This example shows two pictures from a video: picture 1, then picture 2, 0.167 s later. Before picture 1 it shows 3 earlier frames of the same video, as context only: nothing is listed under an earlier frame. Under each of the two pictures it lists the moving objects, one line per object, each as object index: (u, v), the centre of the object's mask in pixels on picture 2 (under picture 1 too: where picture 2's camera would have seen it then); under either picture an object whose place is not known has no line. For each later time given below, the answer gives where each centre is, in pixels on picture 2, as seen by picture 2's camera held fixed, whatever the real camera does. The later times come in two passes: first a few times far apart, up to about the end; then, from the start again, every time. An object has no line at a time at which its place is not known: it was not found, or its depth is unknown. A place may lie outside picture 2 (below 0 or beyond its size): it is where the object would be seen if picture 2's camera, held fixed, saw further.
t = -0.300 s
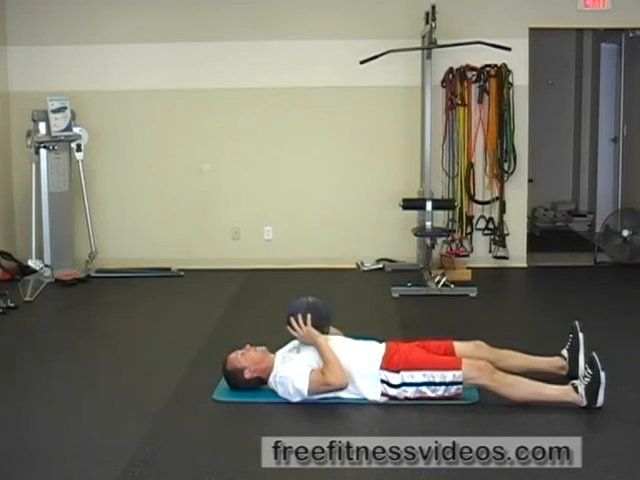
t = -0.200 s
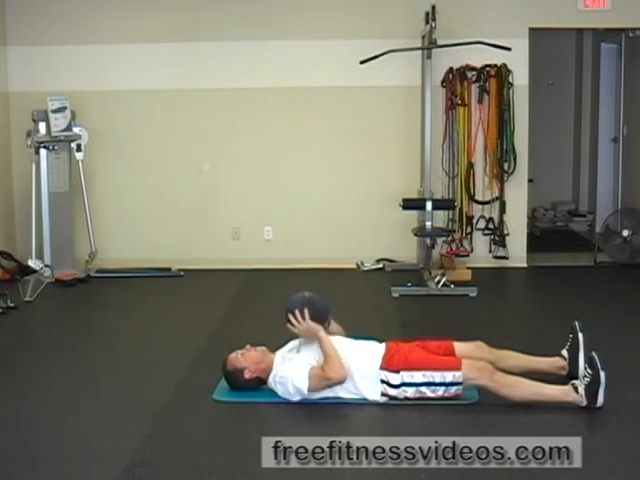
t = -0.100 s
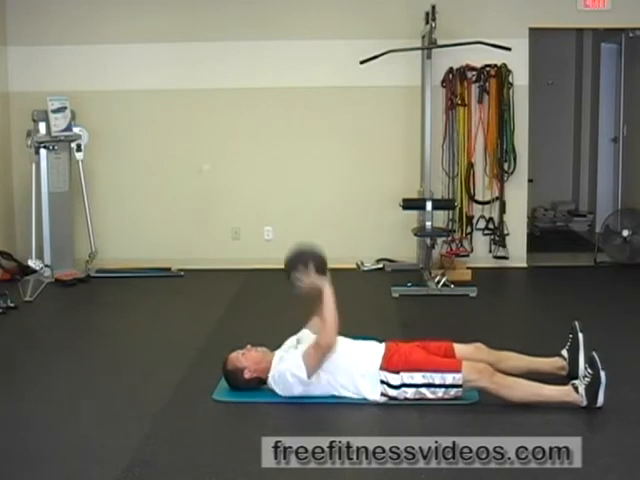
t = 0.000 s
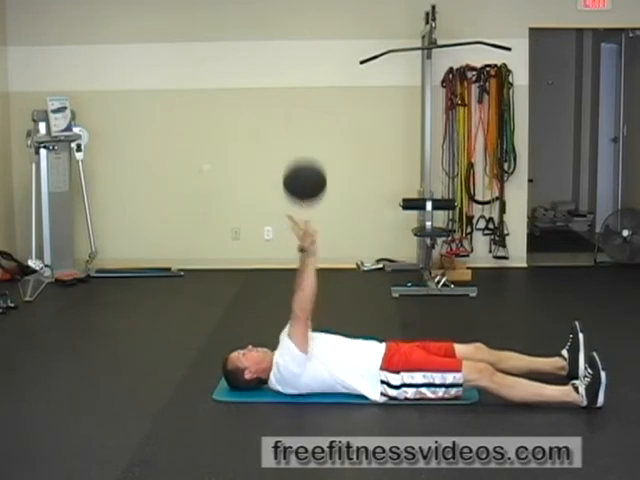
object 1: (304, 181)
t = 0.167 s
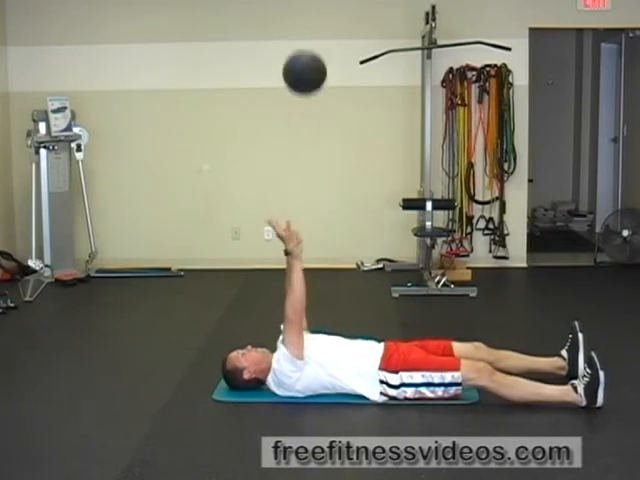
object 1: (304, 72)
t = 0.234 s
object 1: (304, 44)
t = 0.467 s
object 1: (304, 17)
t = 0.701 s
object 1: (306, 94)
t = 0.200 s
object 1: (304, 57)
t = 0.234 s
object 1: (304, 44)
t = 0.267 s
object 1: (304, 33)
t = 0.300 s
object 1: (304, 24)
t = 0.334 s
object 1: (304, 19)
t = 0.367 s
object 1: (304, 17)
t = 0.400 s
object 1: (304, 16)
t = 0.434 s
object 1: (304, 16)
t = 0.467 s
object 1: (304, 17)
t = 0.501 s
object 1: (305, 20)
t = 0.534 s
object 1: (305, 27)
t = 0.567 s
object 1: (305, 36)
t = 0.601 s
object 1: (305, 47)
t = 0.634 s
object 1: (305, 61)
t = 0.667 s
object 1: (306, 76)
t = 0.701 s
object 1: (306, 94)
